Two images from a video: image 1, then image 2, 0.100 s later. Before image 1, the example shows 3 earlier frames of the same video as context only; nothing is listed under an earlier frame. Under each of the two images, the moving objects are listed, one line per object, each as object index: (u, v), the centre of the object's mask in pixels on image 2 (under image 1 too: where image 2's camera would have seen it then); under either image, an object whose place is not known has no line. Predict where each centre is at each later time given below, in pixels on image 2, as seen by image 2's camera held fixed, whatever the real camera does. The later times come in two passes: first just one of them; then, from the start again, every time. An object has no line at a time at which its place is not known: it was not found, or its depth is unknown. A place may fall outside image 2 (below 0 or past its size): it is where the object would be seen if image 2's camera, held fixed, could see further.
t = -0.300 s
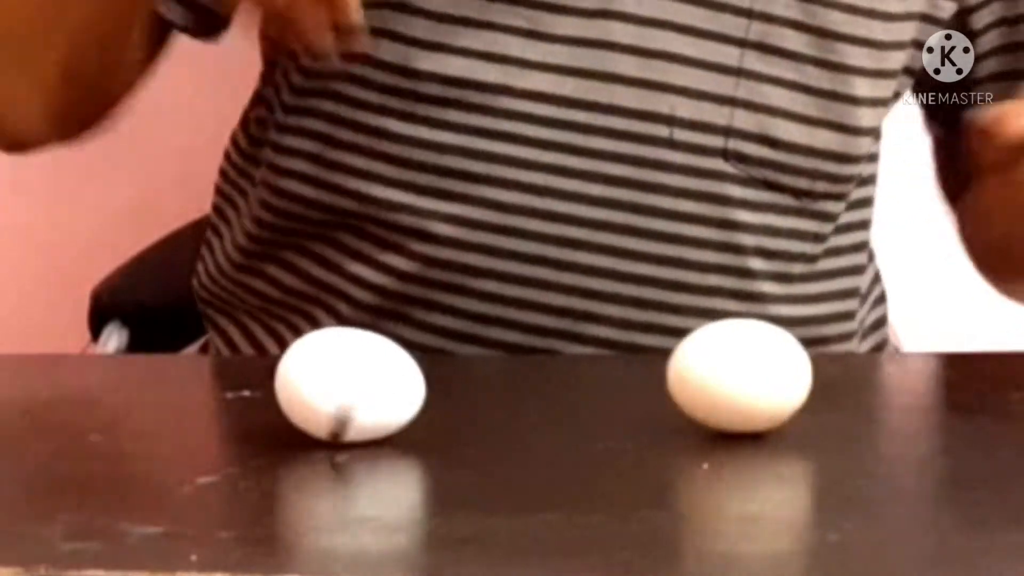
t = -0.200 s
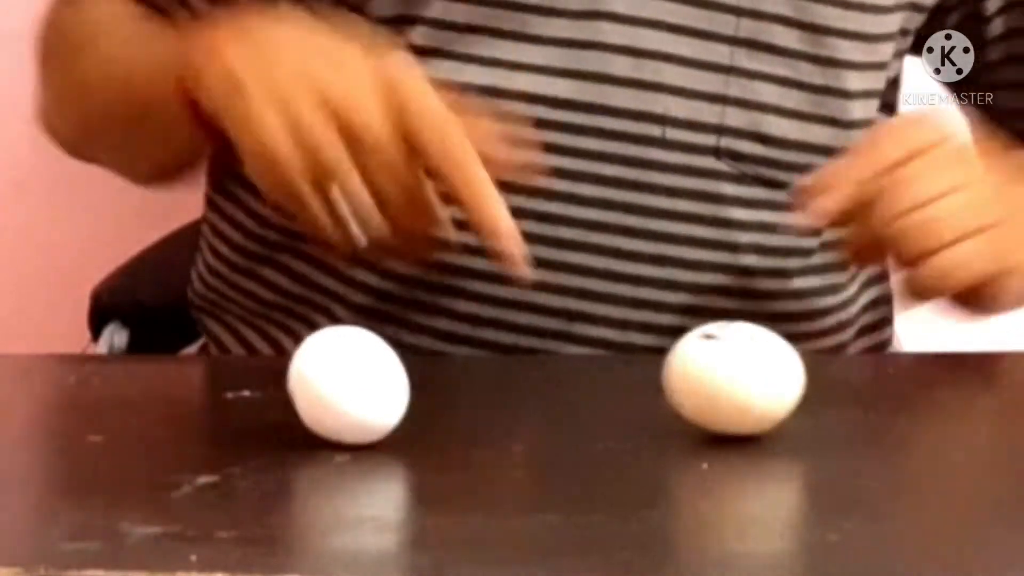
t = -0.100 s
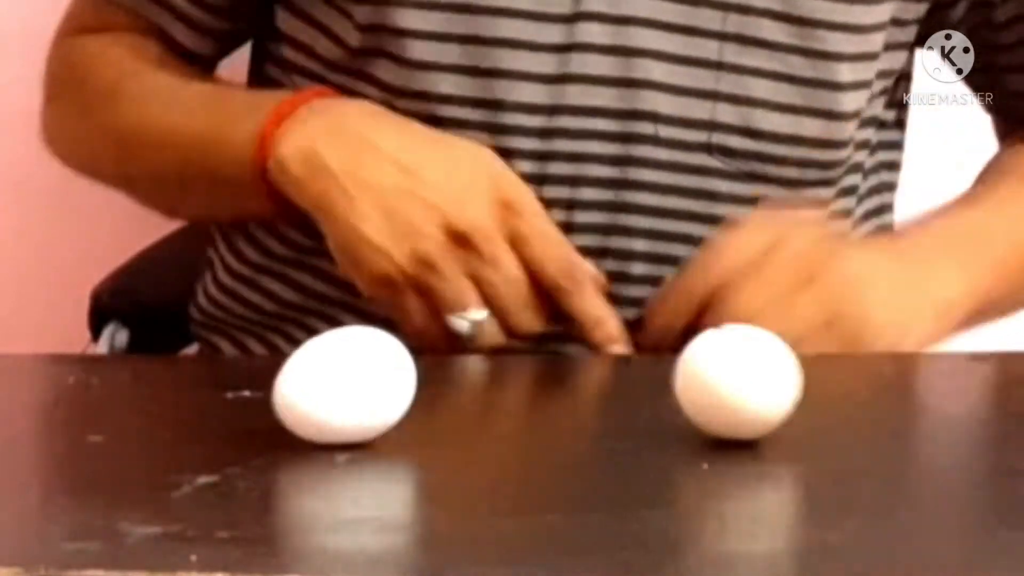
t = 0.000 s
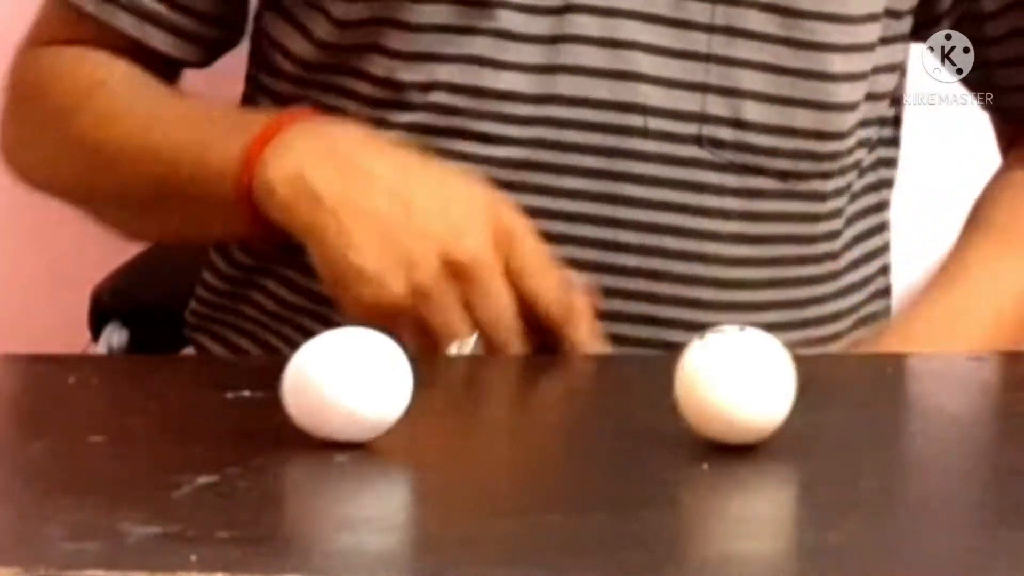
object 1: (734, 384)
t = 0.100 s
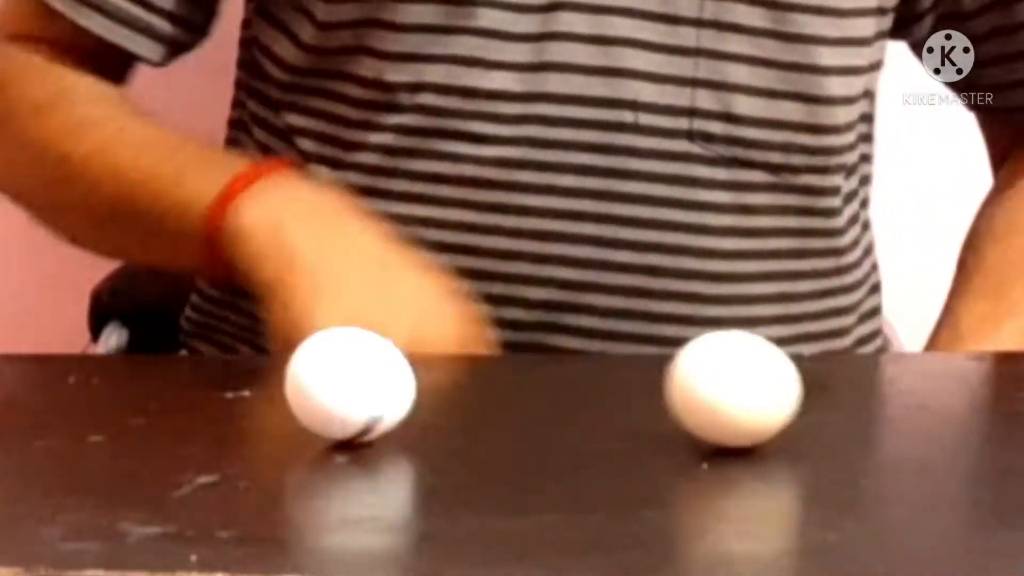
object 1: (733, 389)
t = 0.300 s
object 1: (738, 396)
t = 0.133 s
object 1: (734, 389)
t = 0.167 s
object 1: (735, 390)
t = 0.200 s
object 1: (738, 391)
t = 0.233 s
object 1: (740, 392)
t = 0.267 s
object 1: (737, 394)
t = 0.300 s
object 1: (738, 396)
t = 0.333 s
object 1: (738, 396)
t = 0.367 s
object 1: (743, 396)
